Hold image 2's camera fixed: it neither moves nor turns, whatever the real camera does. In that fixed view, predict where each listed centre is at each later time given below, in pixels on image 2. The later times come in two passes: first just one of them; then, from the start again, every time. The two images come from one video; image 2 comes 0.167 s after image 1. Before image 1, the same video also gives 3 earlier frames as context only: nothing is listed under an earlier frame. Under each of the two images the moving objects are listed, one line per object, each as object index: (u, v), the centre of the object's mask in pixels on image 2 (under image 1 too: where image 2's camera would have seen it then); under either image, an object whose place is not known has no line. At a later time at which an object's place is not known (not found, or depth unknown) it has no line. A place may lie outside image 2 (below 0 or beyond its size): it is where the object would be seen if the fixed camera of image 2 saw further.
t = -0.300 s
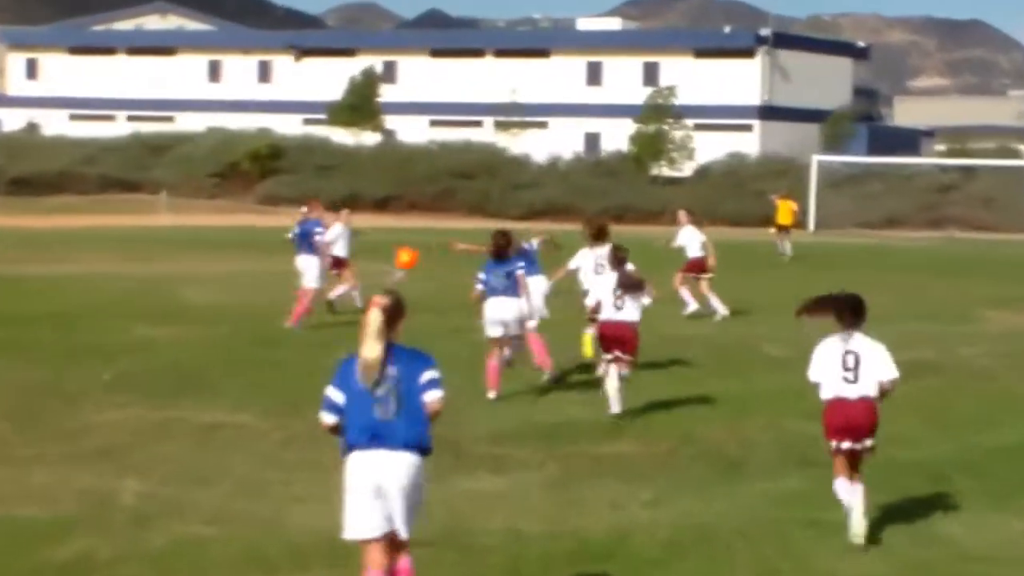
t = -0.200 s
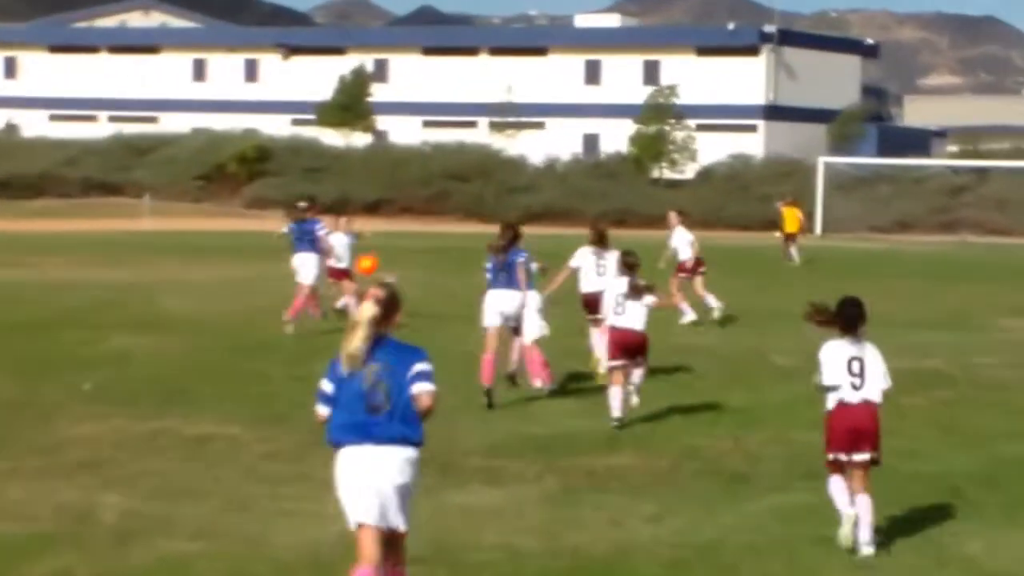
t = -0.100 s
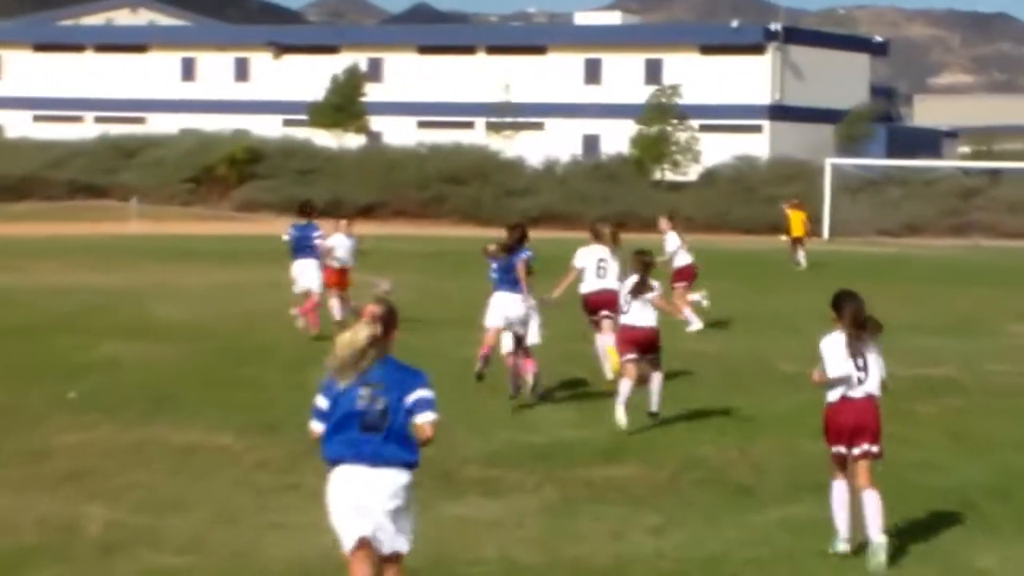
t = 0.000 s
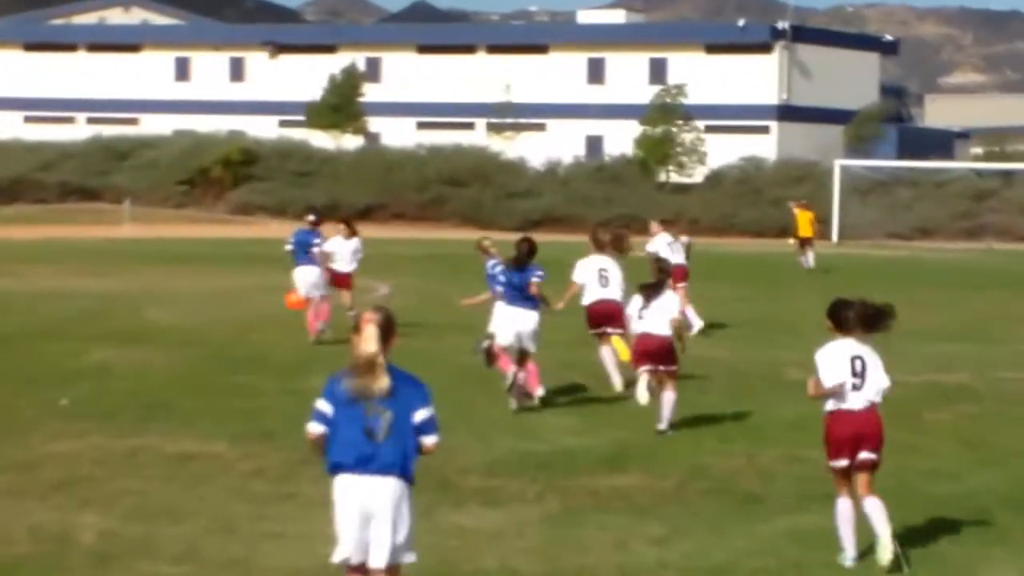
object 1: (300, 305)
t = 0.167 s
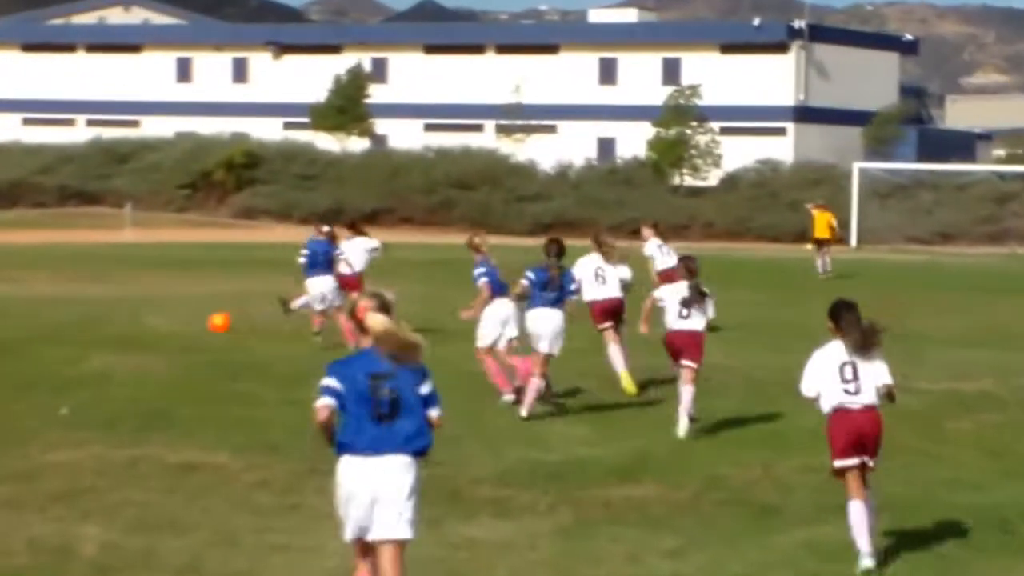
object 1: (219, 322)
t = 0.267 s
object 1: (176, 316)
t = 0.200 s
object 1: (204, 320)
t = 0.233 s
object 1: (190, 316)
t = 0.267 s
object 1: (176, 316)
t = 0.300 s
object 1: (162, 314)
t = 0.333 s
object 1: (150, 313)
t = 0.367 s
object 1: (137, 314)
